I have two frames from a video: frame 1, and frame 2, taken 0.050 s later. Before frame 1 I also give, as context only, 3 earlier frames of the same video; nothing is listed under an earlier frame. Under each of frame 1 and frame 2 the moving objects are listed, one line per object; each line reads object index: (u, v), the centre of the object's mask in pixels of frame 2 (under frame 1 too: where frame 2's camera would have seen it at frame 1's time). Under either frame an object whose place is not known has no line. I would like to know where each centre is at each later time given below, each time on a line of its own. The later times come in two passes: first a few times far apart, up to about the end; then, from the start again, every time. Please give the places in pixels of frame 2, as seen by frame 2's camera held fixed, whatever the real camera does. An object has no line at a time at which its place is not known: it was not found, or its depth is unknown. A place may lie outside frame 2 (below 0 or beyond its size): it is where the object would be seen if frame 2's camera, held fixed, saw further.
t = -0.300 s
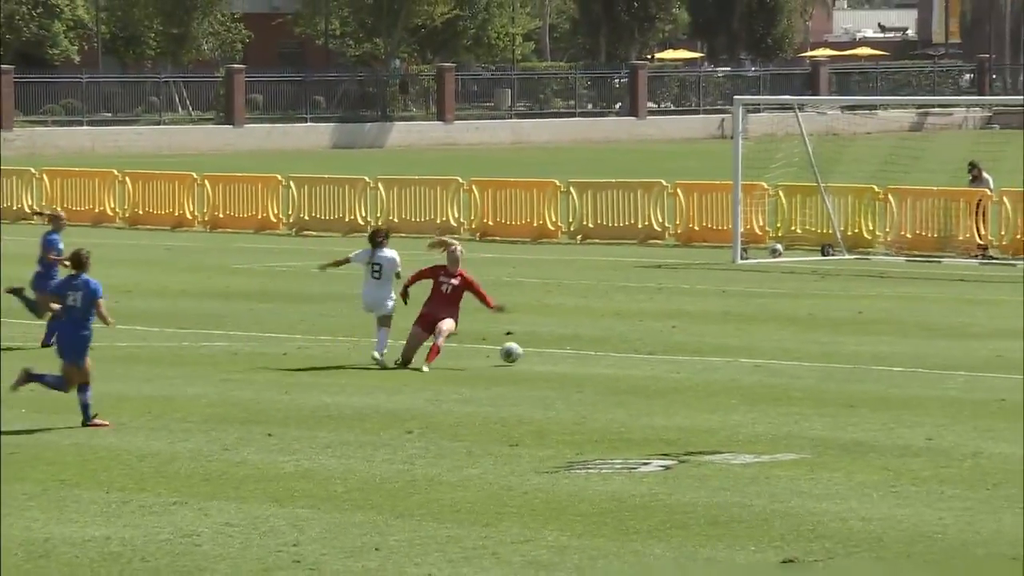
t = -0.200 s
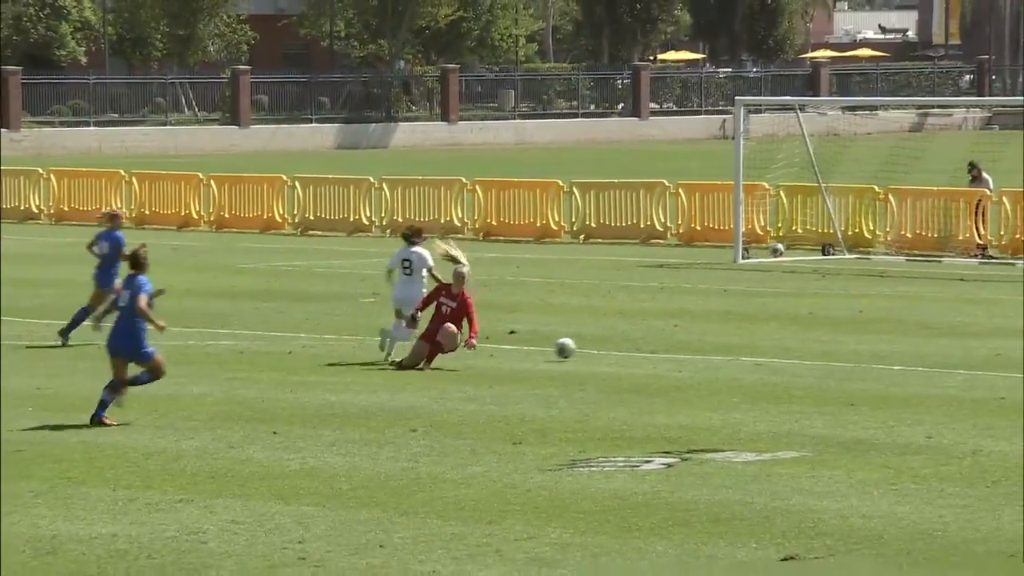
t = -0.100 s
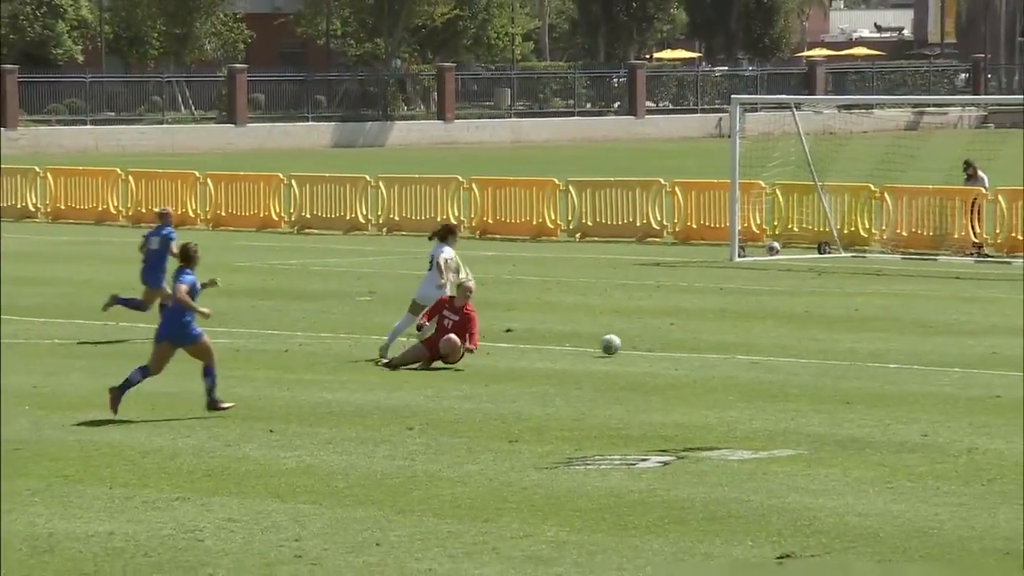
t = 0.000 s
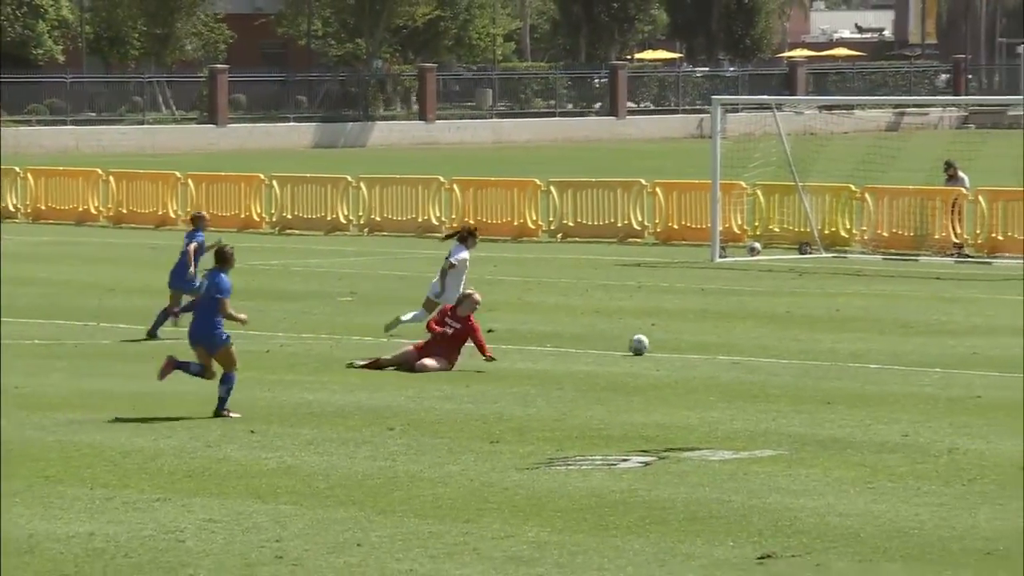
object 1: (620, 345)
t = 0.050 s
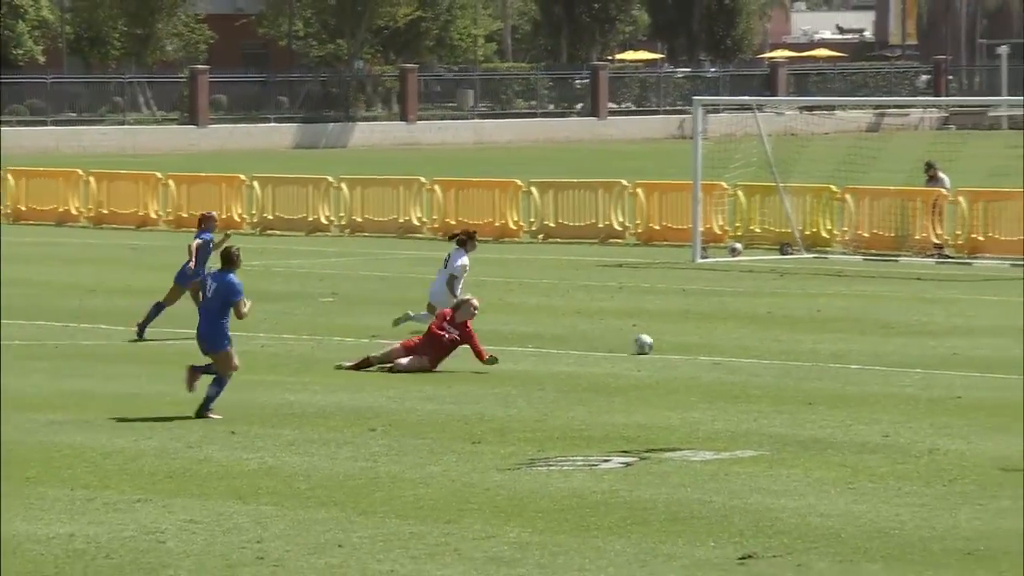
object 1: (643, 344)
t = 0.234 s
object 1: (726, 339)
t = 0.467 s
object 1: (822, 335)
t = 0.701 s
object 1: (910, 331)
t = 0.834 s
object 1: (959, 329)
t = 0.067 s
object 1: (651, 343)
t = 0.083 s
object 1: (659, 343)
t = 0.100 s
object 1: (666, 342)
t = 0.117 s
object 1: (673, 342)
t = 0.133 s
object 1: (681, 342)
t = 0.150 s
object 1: (688, 341)
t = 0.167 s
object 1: (696, 341)
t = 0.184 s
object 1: (704, 340)
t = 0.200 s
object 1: (711, 340)
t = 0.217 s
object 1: (719, 340)
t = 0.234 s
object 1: (726, 339)
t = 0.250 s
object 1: (733, 340)
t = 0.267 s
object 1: (740, 338)
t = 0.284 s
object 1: (747, 337)
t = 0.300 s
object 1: (754, 335)
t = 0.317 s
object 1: (761, 334)
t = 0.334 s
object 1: (768, 333)
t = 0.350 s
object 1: (775, 332)
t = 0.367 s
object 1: (782, 332)
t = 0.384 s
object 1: (788, 332)
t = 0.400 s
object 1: (795, 332)
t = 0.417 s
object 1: (802, 332)
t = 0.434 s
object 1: (809, 333)
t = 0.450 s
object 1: (816, 334)
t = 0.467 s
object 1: (822, 335)
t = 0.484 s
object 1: (829, 334)
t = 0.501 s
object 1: (835, 333)
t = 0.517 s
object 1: (841, 331)
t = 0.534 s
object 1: (848, 330)
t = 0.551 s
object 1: (854, 329)
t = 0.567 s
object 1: (860, 328)
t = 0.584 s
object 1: (867, 328)
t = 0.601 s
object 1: (873, 328)
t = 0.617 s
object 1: (879, 328)
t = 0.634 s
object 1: (886, 329)
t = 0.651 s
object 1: (892, 329)
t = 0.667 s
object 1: (898, 330)
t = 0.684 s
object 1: (904, 331)
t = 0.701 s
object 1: (910, 331)
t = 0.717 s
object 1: (916, 330)
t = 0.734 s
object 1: (923, 329)
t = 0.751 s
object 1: (929, 329)
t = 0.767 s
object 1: (935, 329)
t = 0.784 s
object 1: (940, 329)
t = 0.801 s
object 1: (947, 329)
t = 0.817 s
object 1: (953, 329)
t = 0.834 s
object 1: (959, 329)
